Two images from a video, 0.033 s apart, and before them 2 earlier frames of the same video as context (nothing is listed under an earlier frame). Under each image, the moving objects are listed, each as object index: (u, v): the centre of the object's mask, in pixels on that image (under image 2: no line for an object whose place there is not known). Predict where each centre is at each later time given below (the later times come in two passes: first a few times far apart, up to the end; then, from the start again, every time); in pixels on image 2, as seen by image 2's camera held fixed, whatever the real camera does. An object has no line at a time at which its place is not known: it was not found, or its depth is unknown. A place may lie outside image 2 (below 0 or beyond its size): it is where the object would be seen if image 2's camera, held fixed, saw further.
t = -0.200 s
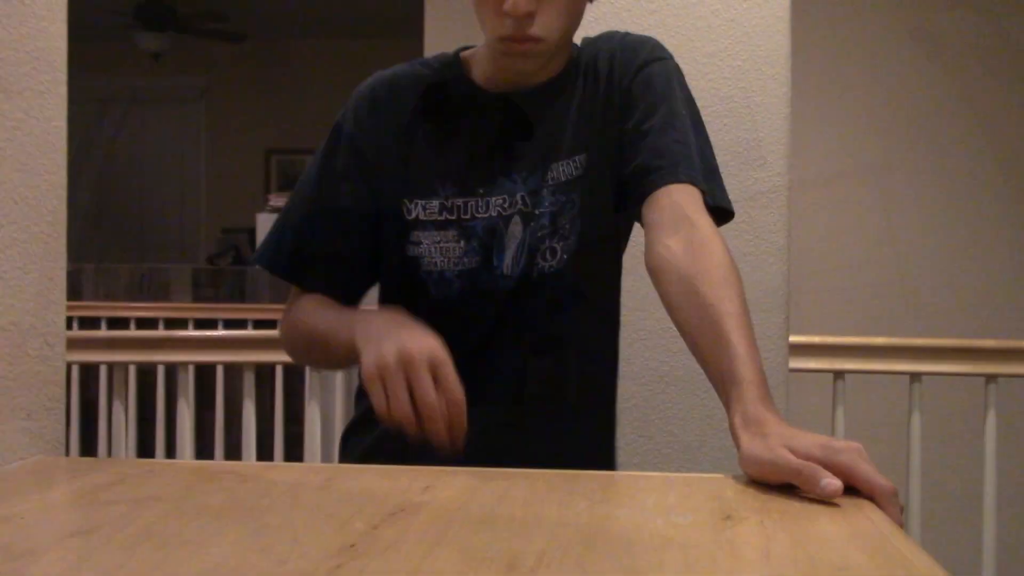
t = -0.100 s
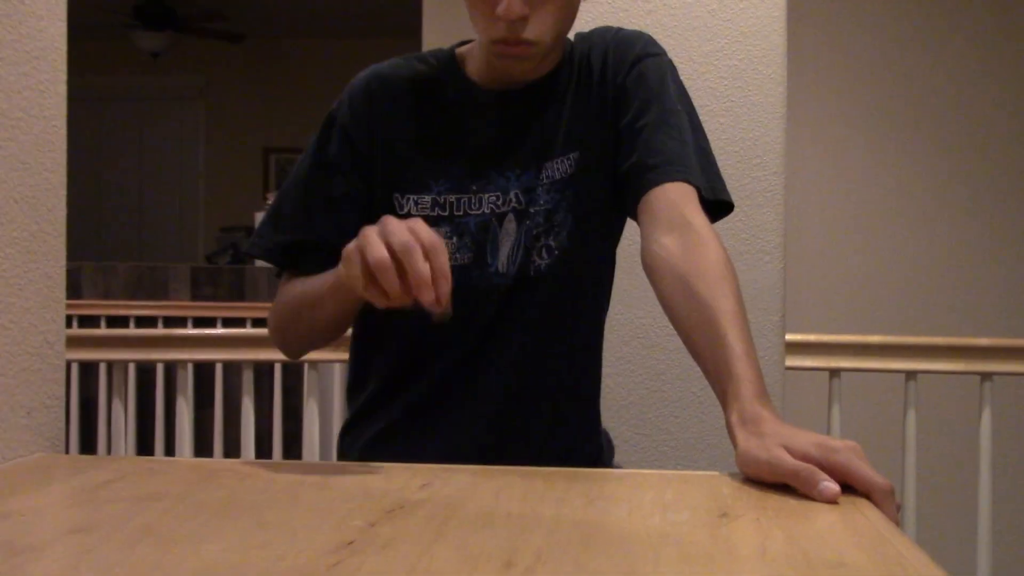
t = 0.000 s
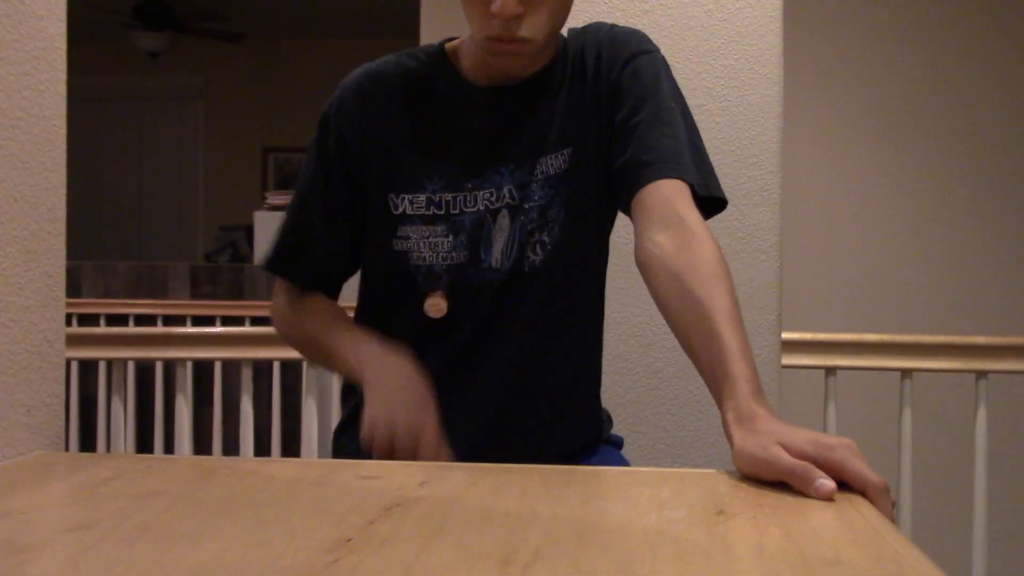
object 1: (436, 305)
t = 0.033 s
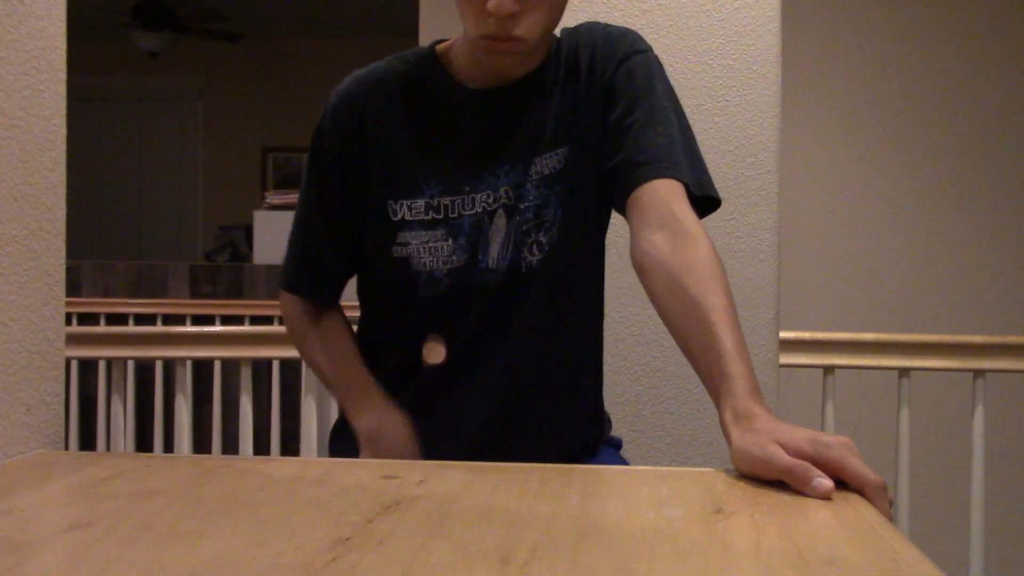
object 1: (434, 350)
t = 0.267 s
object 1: (420, 433)
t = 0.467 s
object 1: (398, 456)
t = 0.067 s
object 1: (433, 416)
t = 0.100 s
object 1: (433, 438)
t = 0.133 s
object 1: (431, 434)
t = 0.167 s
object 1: (428, 415)
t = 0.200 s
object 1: (425, 406)
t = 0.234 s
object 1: (422, 415)
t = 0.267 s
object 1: (420, 433)
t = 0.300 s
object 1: (416, 454)
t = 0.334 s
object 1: (414, 437)
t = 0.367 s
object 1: (412, 434)
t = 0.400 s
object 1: (409, 444)
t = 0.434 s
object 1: (404, 460)
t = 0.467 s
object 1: (398, 456)
